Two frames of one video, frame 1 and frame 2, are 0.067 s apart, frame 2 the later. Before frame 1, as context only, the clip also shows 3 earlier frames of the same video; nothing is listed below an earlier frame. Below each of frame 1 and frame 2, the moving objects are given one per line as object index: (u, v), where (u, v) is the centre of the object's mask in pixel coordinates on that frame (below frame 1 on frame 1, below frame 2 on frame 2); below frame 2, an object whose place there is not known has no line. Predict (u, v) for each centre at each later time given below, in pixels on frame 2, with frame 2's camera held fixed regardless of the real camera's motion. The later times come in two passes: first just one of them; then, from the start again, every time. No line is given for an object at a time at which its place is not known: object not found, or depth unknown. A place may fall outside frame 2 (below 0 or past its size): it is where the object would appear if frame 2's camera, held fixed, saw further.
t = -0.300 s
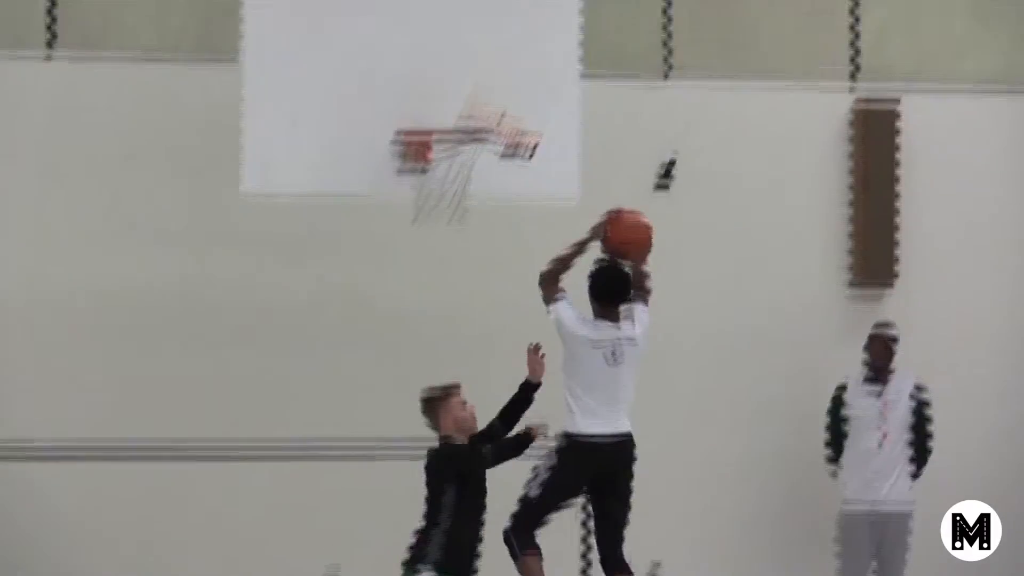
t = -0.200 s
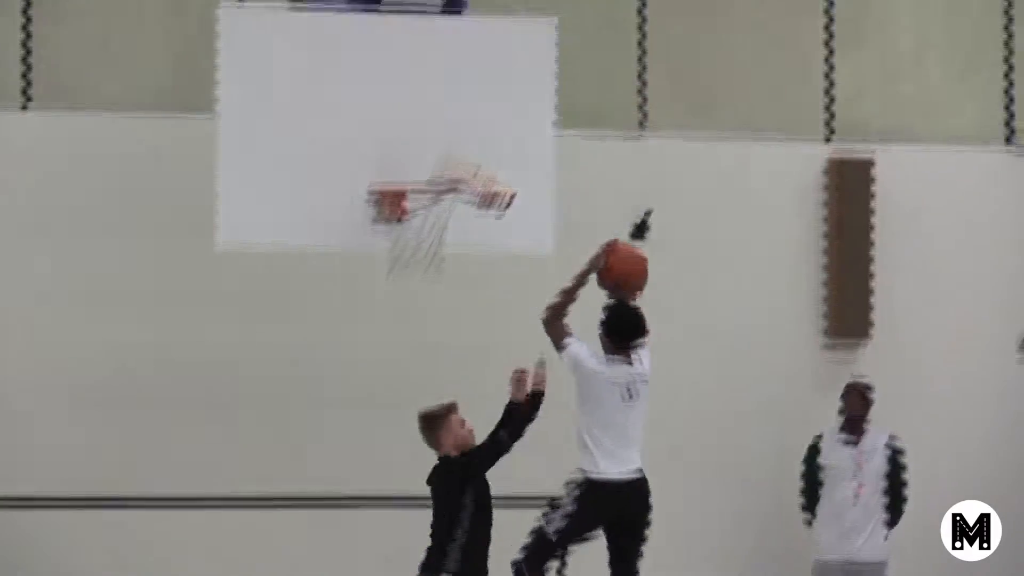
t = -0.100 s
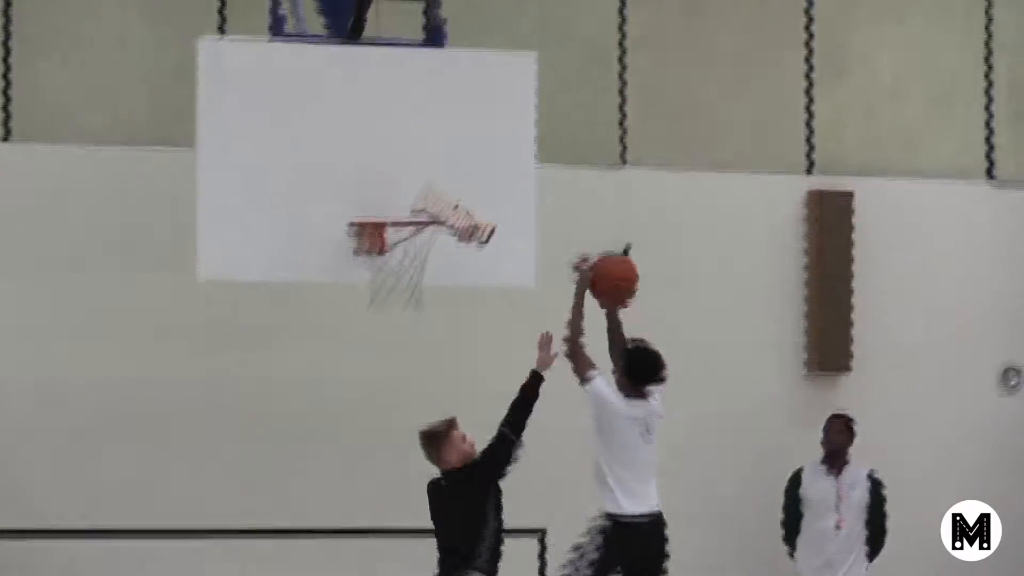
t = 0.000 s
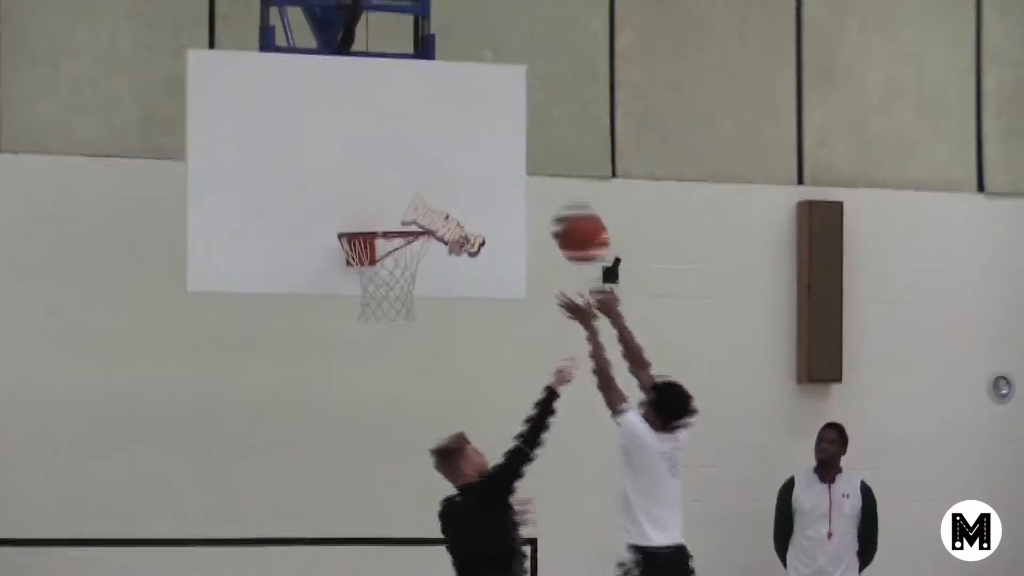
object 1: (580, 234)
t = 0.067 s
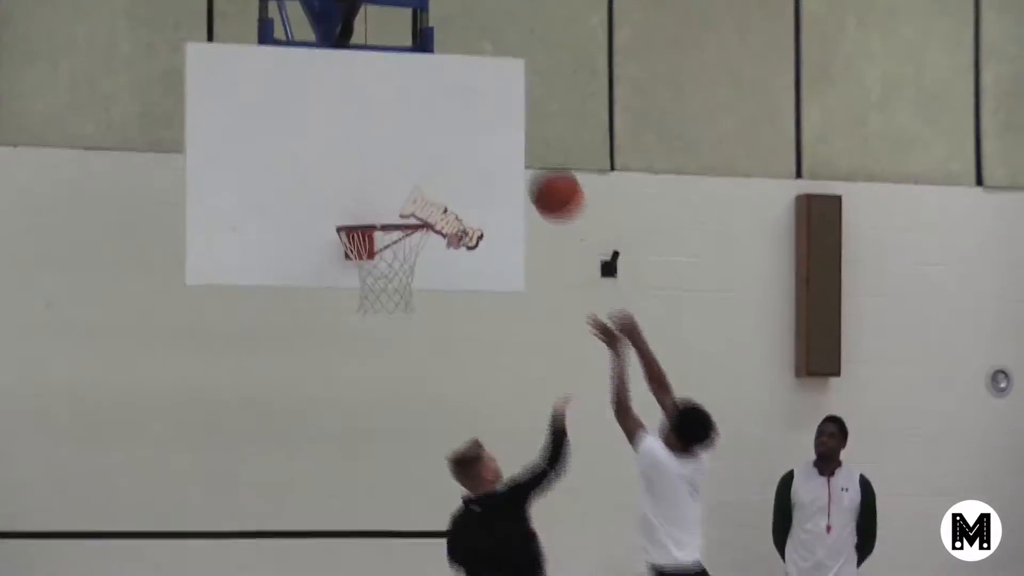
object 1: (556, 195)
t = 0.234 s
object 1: (506, 152)
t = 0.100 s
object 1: (545, 181)
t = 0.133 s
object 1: (534, 170)
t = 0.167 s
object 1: (522, 161)
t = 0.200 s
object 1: (514, 156)
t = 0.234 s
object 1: (506, 152)
